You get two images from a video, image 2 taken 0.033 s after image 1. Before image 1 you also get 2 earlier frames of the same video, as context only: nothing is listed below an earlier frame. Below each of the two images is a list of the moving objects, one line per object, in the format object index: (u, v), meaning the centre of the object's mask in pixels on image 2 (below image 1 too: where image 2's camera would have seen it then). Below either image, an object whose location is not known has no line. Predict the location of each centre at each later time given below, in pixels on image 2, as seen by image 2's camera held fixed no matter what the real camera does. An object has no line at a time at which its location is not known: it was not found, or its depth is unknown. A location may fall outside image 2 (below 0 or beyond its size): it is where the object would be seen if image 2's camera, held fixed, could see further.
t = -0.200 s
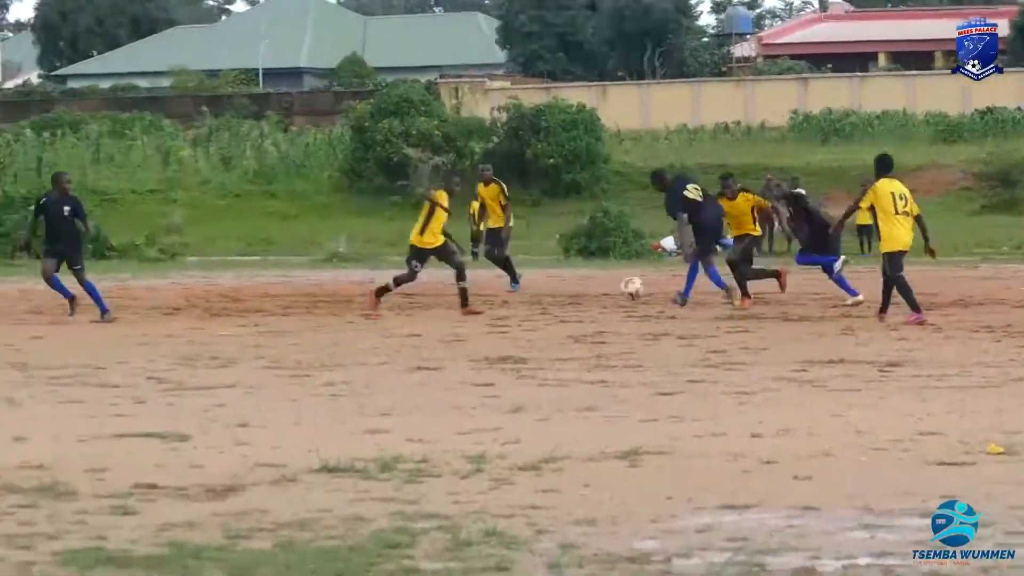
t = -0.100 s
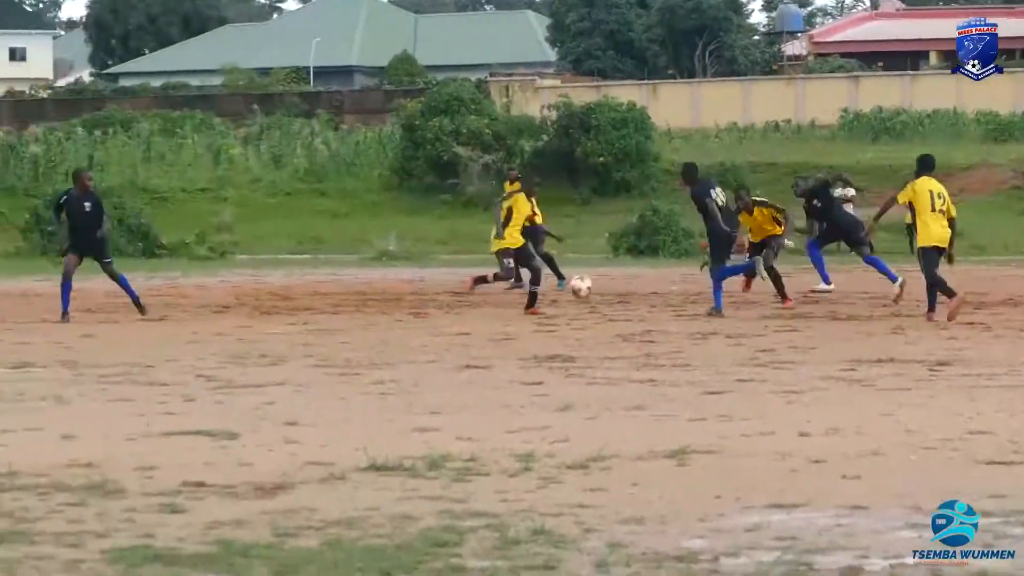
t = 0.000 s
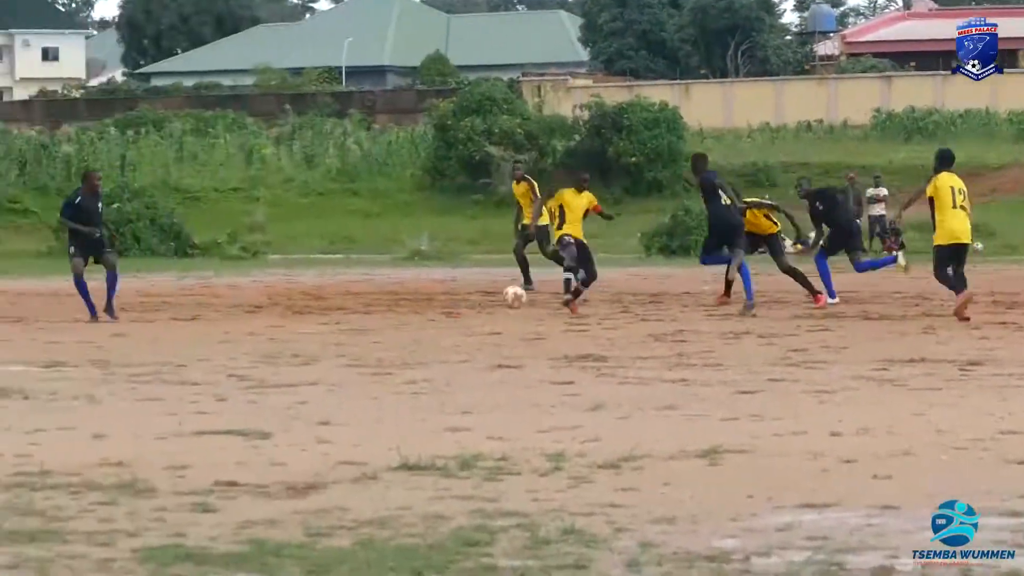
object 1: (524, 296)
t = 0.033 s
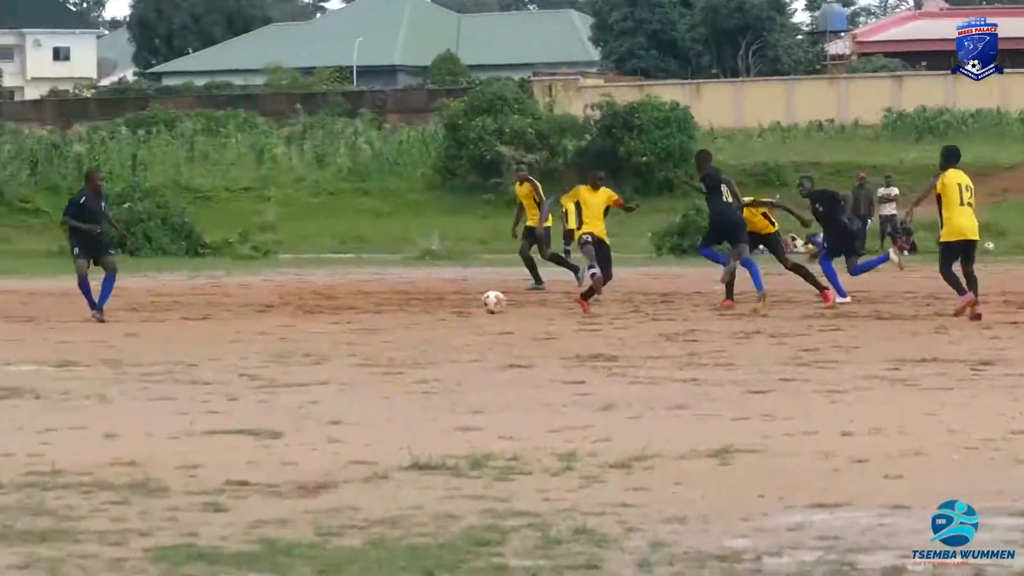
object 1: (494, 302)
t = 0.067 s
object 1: (466, 303)
